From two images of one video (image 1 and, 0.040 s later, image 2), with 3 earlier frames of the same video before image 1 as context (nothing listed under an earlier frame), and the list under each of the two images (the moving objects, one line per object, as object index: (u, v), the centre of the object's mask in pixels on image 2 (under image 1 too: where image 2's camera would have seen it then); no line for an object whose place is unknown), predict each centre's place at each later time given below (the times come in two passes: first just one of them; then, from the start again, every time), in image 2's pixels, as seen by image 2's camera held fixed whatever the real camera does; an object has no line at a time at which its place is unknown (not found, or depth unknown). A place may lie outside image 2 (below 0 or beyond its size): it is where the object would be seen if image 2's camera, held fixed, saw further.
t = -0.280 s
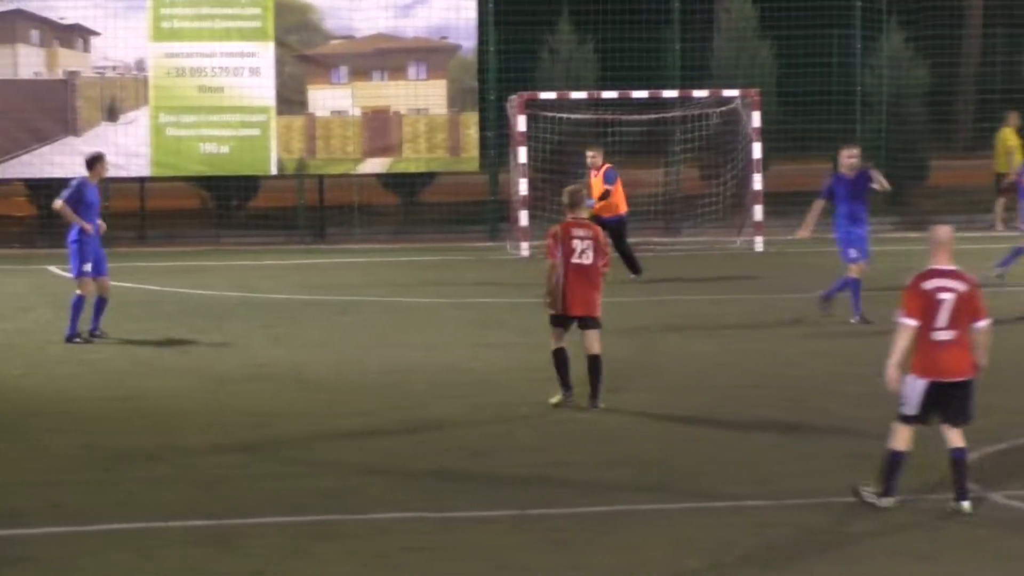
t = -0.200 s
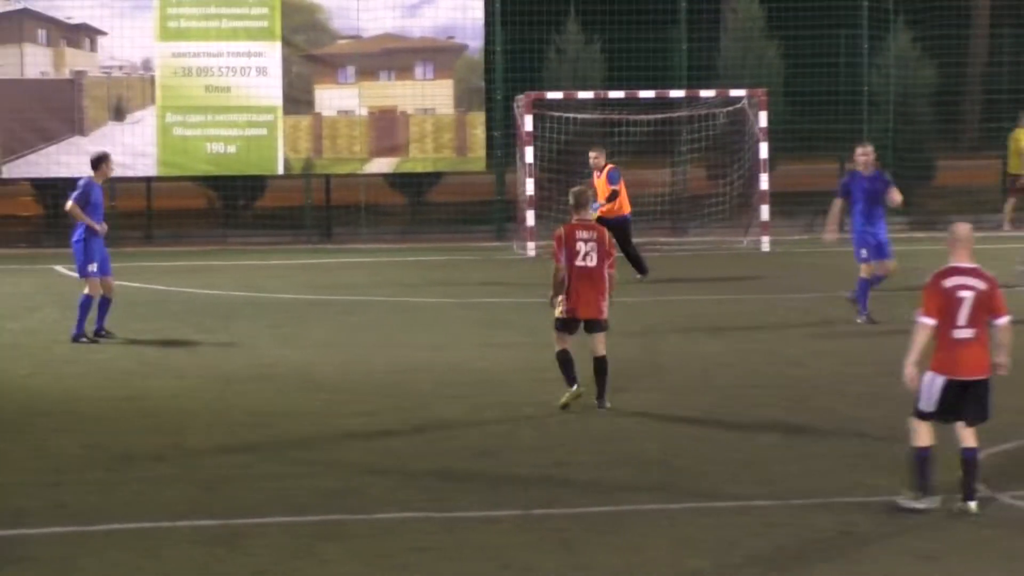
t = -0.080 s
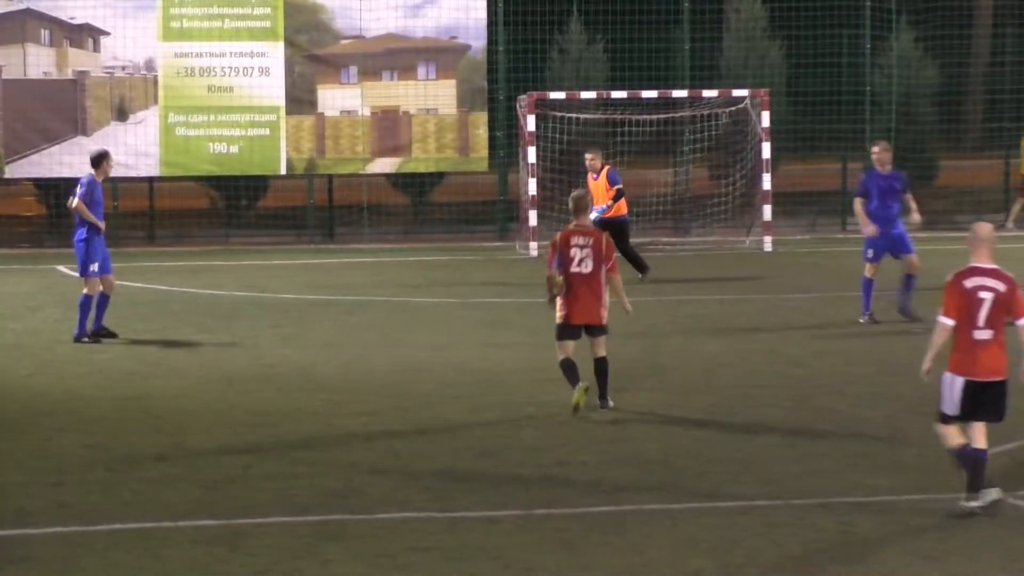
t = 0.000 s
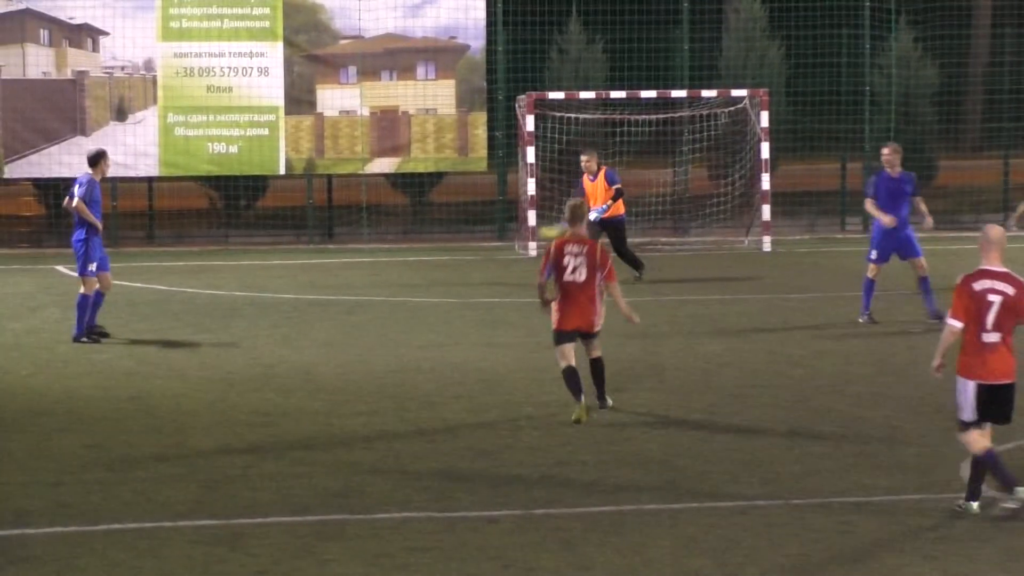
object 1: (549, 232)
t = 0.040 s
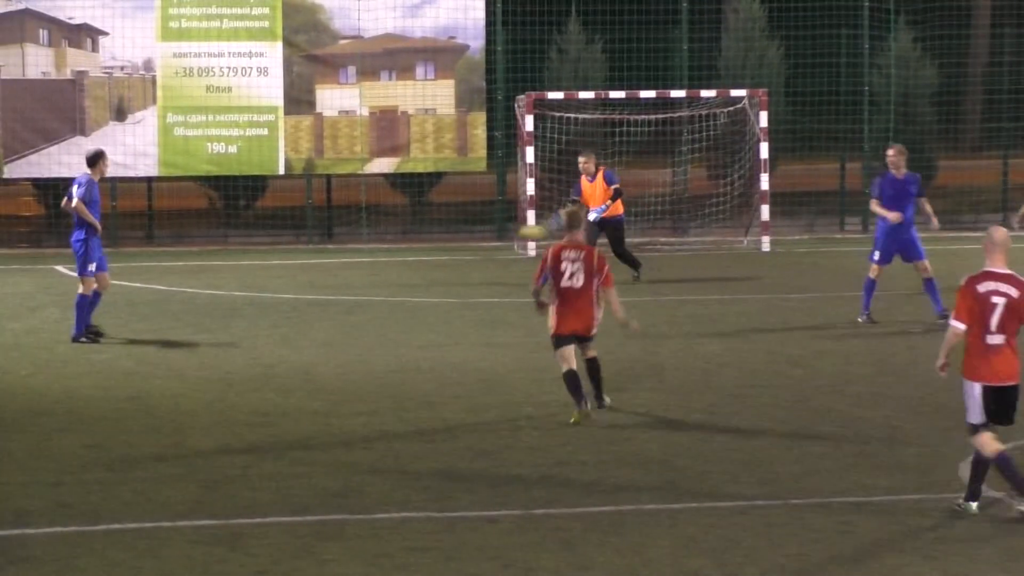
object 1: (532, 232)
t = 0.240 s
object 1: (445, 244)
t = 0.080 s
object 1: (513, 232)
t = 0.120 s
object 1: (497, 232)
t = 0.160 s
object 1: (482, 235)
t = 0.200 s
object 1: (464, 239)
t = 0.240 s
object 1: (445, 244)
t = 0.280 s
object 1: (429, 250)
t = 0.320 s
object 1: (409, 260)
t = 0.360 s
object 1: (391, 268)
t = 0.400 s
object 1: (373, 280)
